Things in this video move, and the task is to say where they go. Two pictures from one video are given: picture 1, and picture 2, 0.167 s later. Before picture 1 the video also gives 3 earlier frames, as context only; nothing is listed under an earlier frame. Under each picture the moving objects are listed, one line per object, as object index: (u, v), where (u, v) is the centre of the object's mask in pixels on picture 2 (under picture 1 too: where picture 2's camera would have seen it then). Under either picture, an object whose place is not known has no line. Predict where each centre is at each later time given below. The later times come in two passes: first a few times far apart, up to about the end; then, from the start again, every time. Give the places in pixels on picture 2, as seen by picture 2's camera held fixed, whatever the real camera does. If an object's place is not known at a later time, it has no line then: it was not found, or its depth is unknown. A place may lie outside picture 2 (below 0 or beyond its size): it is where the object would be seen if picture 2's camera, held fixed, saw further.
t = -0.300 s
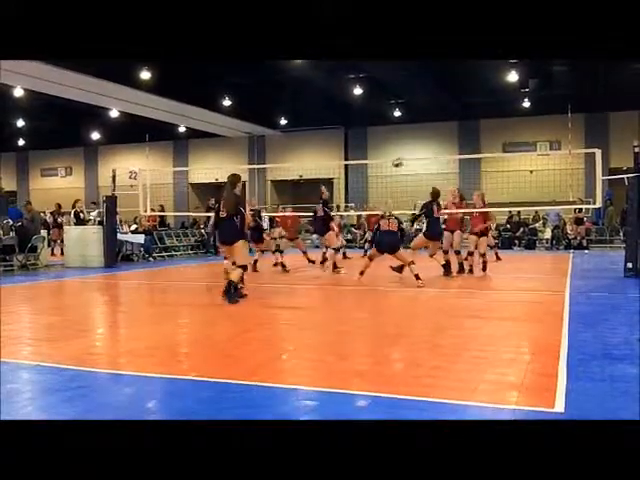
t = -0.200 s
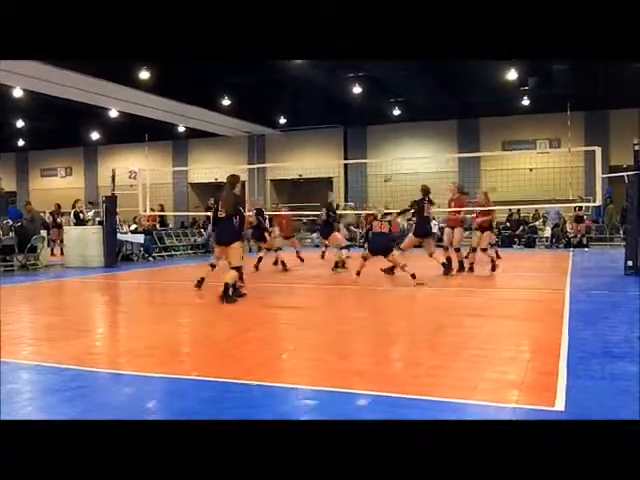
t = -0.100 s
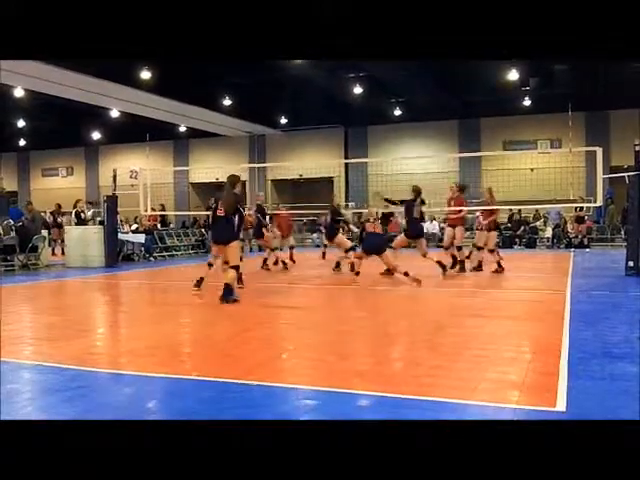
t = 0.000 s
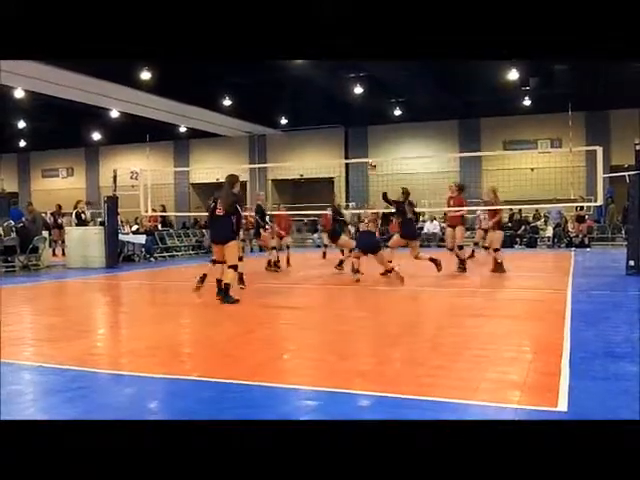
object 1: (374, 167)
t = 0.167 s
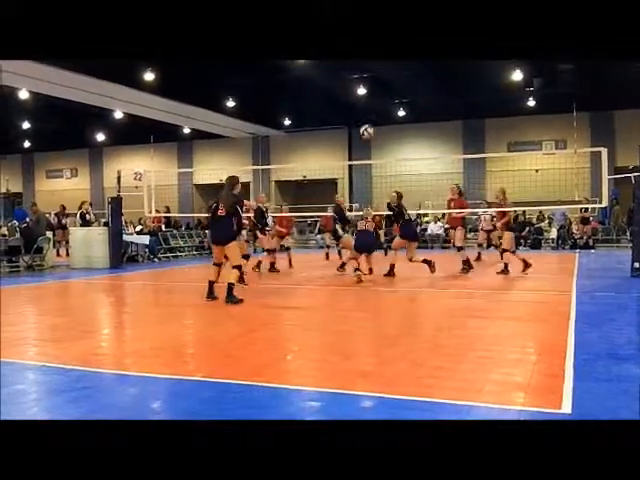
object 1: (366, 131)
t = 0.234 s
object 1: (358, 121)
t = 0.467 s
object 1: (347, 111)
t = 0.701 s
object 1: (327, 136)
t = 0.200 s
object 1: (359, 127)
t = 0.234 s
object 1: (358, 121)
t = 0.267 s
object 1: (355, 118)
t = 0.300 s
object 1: (358, 116)
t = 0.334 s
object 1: (357, 114)
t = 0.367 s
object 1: (356, 112)
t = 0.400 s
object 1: (353, 111)
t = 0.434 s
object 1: (349, 110)
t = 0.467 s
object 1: (347, 111)
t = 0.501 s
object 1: (346, 113)
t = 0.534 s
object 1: (343, 115)
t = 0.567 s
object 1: (336, 115)
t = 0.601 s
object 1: (333, 117)
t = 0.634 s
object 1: (330, 122)
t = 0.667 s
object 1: (328, 129)
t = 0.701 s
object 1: (327, 136)
